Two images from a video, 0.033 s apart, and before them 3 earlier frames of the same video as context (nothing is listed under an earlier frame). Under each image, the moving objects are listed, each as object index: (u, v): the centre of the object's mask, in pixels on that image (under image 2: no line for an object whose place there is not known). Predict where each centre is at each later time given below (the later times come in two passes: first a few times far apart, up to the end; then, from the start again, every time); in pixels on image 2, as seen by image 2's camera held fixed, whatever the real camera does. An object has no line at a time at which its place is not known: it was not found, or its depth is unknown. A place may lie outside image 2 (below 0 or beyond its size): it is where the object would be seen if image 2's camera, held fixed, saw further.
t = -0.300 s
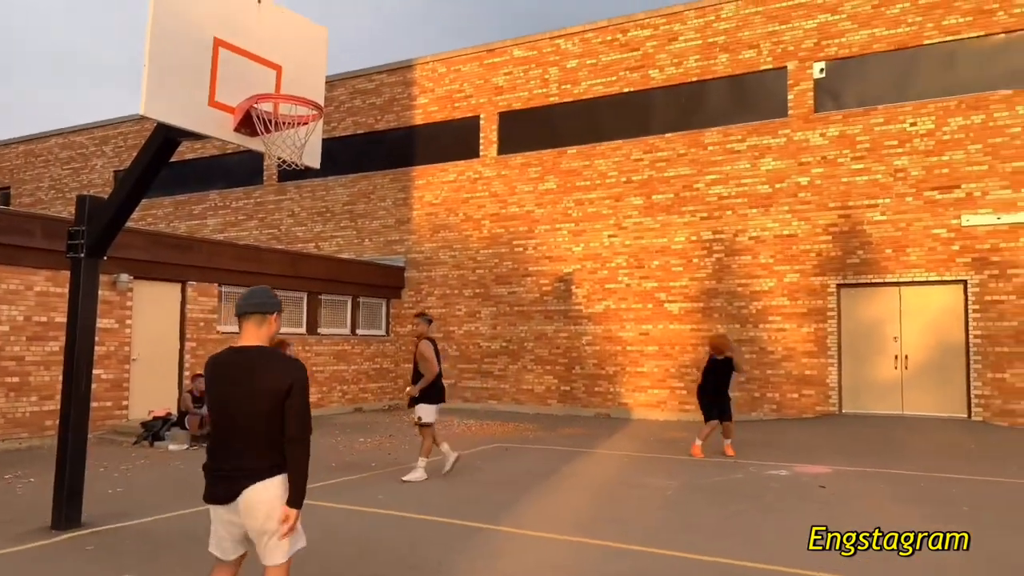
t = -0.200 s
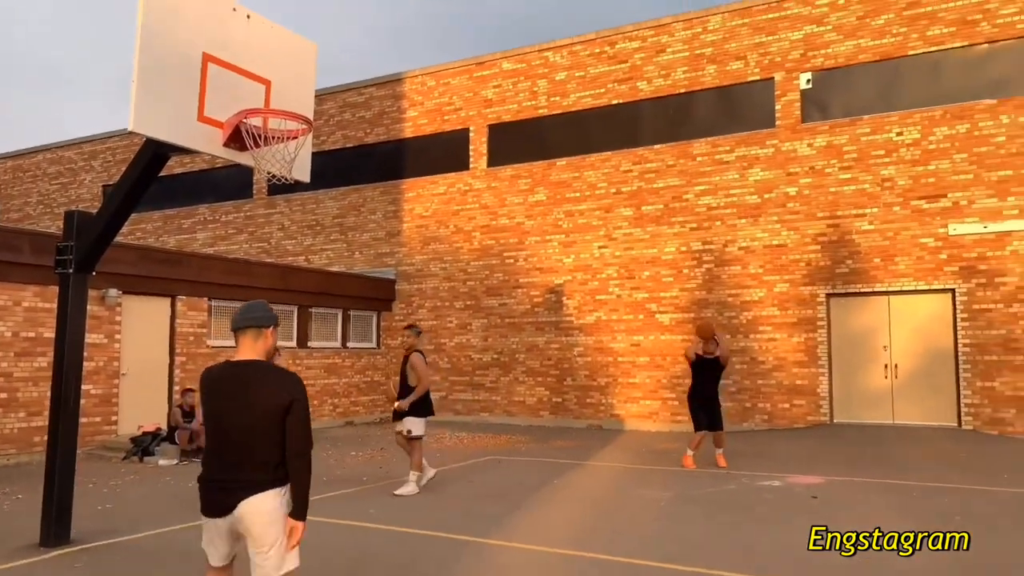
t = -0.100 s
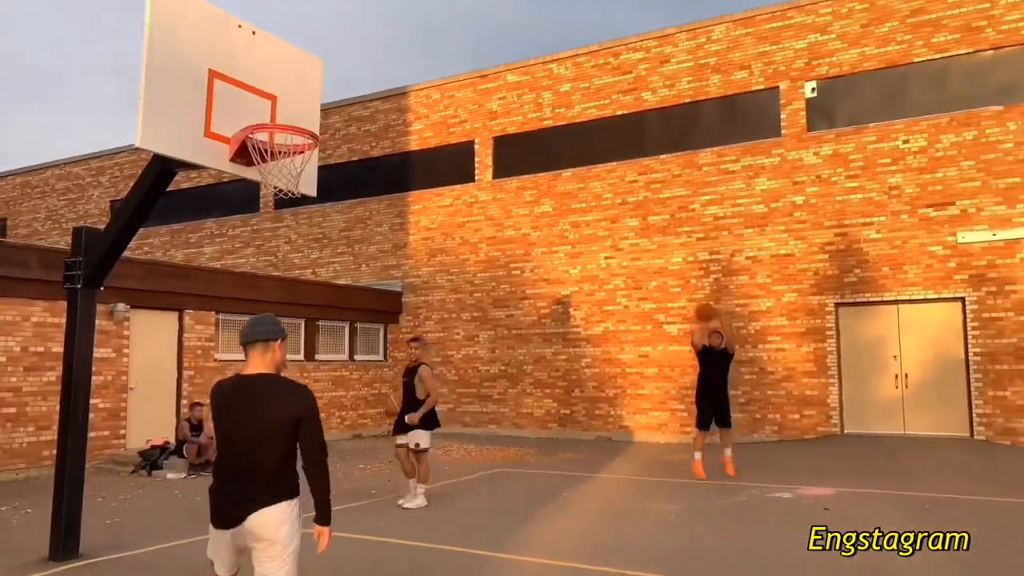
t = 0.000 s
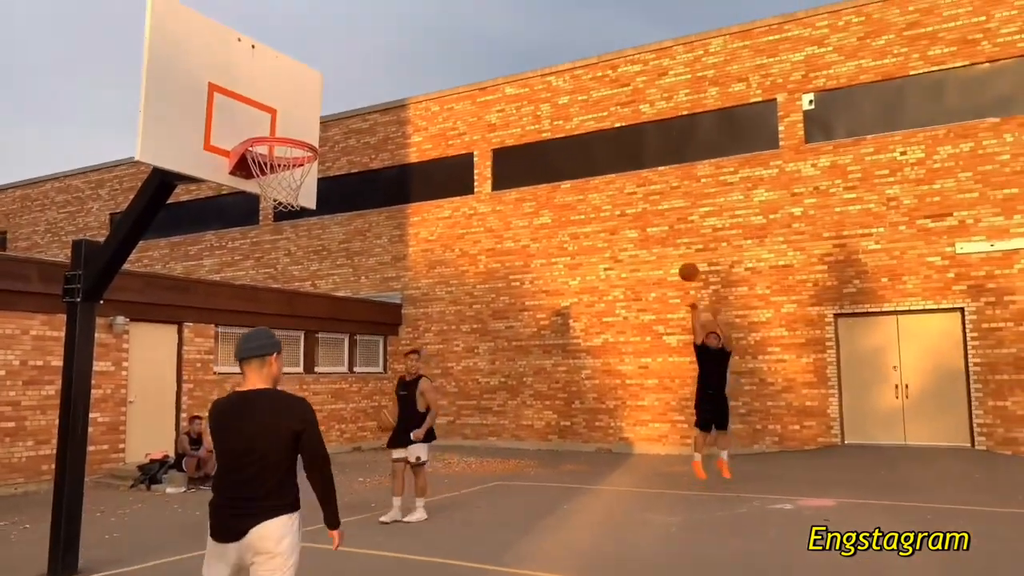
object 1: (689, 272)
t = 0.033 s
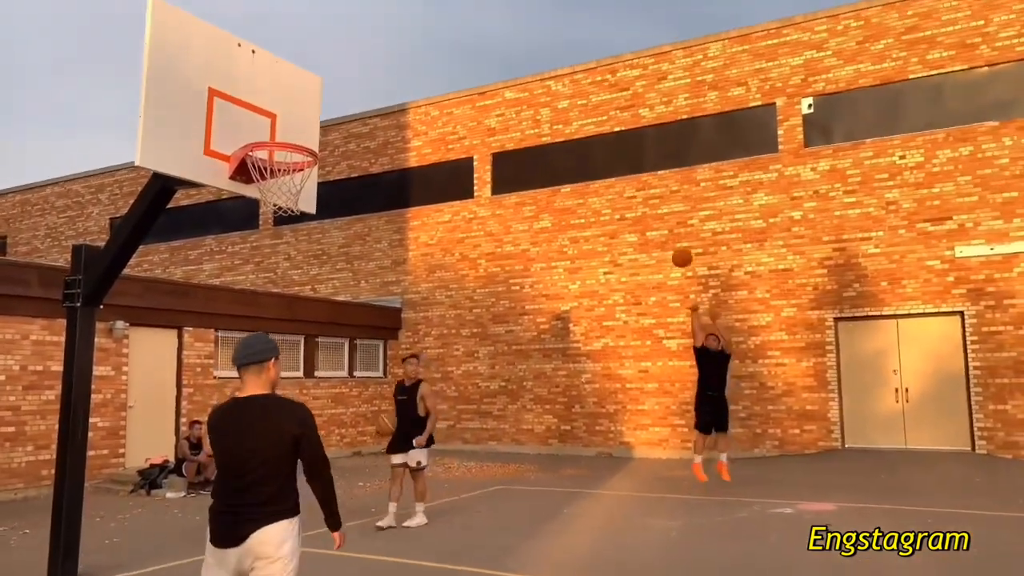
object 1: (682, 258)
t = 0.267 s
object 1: (633, 148)
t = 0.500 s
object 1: (576, 70)
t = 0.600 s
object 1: (549, 48)
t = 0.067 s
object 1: (675, 240)
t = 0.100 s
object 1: (668, 223)
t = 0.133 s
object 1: (661, 207)
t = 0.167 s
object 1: (654, 192)
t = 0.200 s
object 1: (648, 177)
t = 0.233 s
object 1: (641, 162)
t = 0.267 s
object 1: (633, 148)
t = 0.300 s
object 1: (625, 135)
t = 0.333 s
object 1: (618, 123)
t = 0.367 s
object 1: (610, 111)
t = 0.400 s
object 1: (602, 100)
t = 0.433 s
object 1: (594, 89)
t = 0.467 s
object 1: (585, 79)
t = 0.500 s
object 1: (576, 70)
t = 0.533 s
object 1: (567, 61)
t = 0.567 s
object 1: (558, 55)
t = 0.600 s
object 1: (549, 48)
